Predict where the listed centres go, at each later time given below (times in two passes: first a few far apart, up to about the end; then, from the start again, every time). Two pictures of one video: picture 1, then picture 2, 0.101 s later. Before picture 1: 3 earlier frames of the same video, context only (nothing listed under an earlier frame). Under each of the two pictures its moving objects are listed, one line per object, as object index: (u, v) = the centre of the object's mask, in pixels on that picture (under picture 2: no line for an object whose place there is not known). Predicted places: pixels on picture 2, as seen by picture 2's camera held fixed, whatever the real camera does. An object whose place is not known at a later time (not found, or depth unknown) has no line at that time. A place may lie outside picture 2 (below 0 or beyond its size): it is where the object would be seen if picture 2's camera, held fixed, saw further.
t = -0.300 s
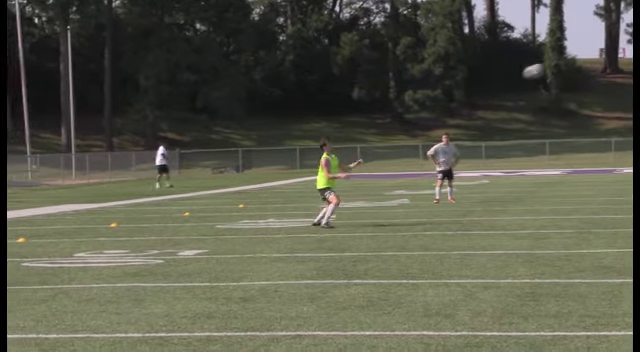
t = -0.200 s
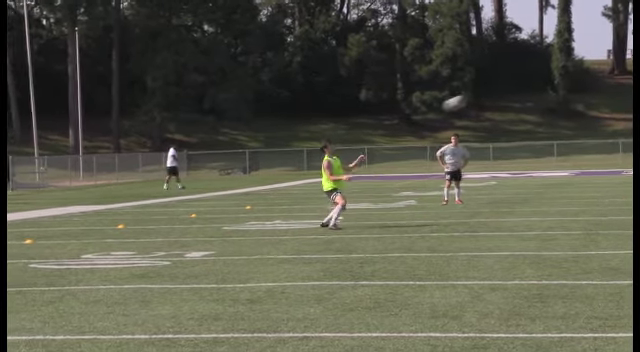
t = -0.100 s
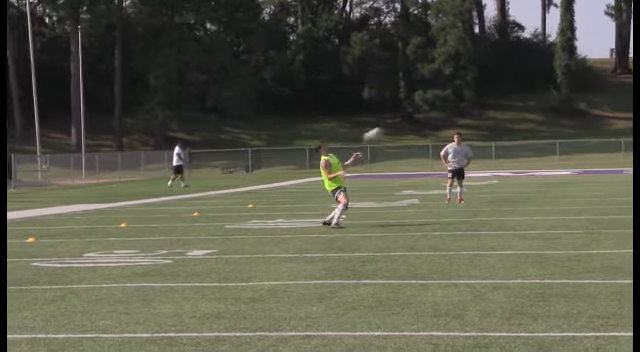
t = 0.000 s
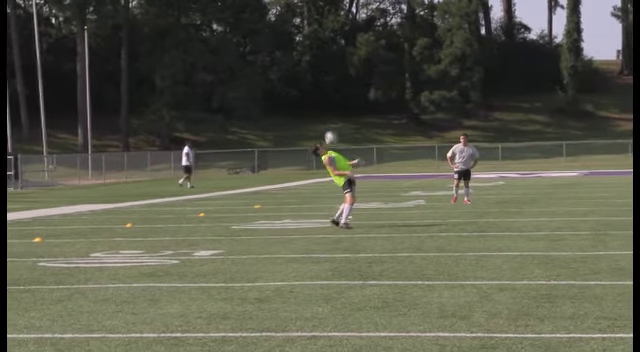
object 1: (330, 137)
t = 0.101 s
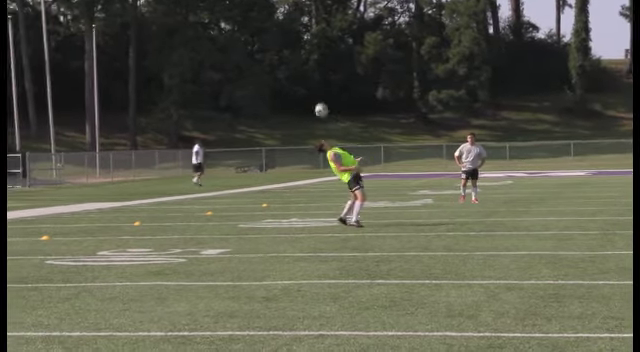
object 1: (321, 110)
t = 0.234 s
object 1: (297, 83)
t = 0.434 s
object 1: (261, 62)
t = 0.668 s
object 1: (222, 64)
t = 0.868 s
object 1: (189, 92)
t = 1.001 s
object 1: (166, 123)
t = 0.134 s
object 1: (315, 103)
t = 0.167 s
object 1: (309, 96)
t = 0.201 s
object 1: (303, 89)
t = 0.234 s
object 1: (297, 83)
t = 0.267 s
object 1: (291, 78)
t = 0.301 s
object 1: (285, 73)
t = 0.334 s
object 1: (279, 70)
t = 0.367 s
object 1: (273, 66)
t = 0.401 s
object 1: (267, 64)
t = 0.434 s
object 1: (261, 62)
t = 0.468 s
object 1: (255, 60)
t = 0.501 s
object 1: (250, 60)
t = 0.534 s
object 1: (243, 59)
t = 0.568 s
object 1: (238, 59)
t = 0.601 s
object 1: (232, 61)
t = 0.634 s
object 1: (227, 62)
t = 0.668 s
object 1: (222, 64)
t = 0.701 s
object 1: (216, 67)
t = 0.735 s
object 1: (211, 71)
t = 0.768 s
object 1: (205, 75)
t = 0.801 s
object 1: (199, 81)
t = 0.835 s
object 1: (195, 86)
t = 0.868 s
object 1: (189, 92)
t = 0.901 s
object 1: (183, 99)
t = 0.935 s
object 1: (177, 106)
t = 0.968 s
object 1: (172, 114)
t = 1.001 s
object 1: (166, 123)
